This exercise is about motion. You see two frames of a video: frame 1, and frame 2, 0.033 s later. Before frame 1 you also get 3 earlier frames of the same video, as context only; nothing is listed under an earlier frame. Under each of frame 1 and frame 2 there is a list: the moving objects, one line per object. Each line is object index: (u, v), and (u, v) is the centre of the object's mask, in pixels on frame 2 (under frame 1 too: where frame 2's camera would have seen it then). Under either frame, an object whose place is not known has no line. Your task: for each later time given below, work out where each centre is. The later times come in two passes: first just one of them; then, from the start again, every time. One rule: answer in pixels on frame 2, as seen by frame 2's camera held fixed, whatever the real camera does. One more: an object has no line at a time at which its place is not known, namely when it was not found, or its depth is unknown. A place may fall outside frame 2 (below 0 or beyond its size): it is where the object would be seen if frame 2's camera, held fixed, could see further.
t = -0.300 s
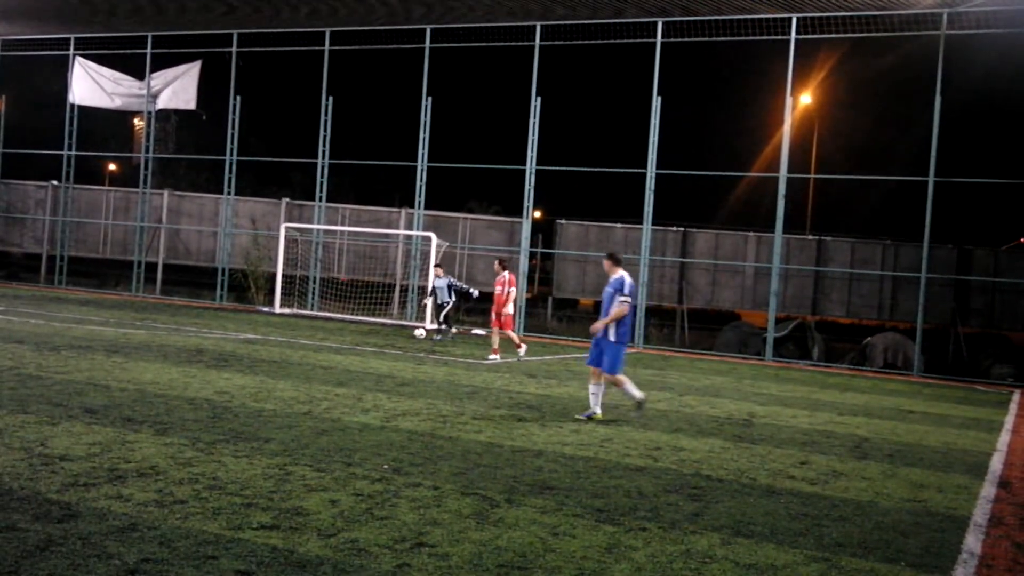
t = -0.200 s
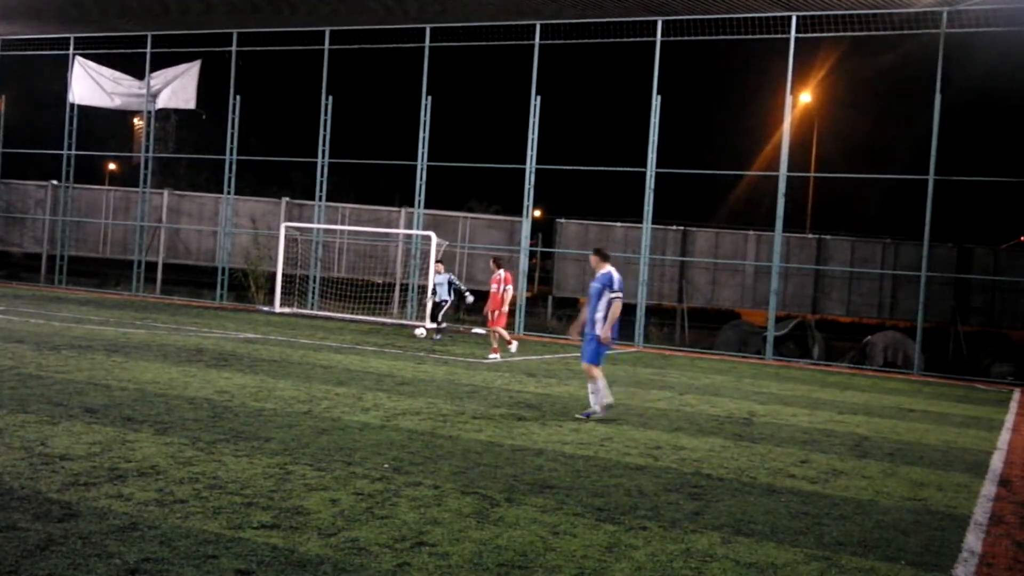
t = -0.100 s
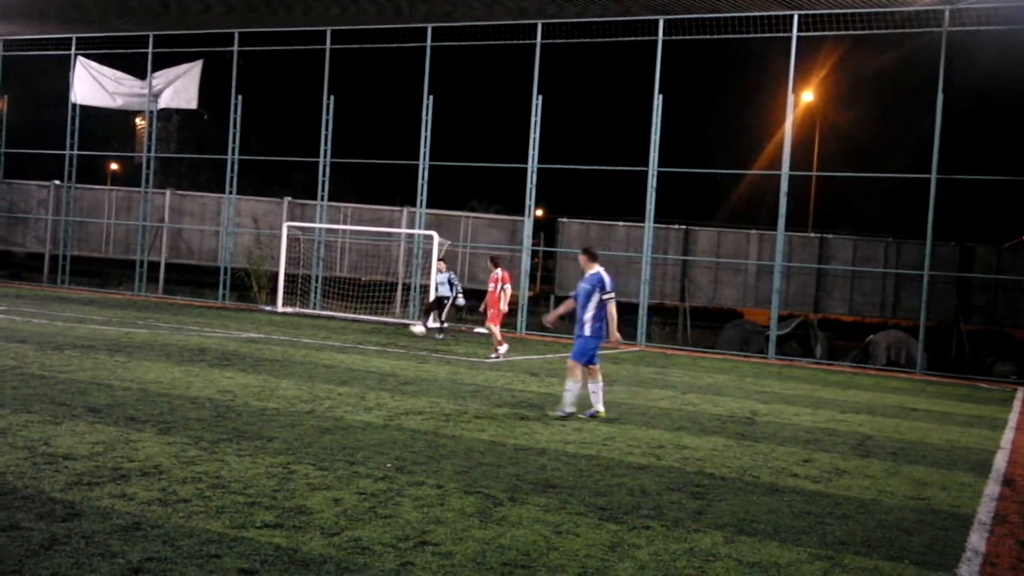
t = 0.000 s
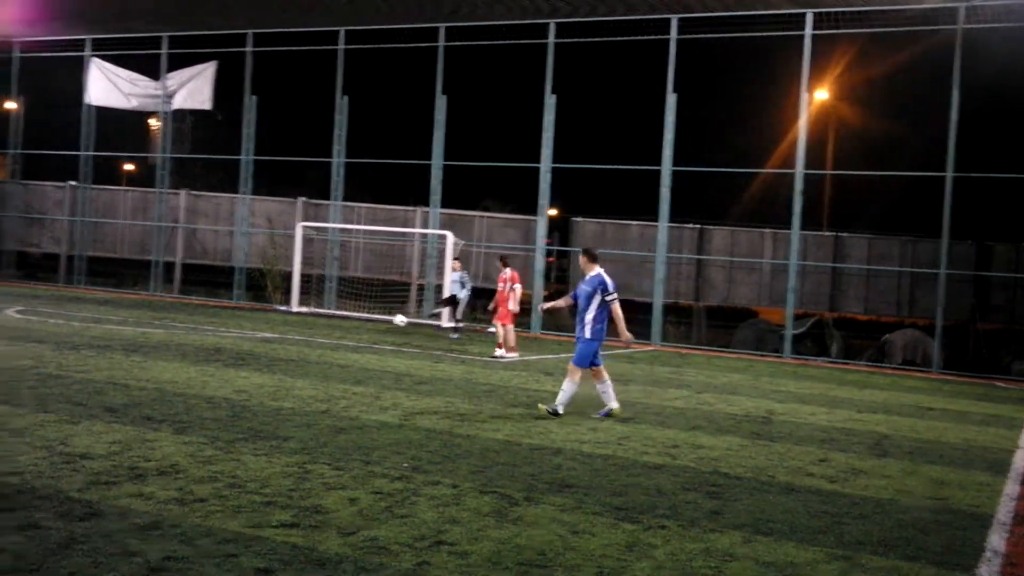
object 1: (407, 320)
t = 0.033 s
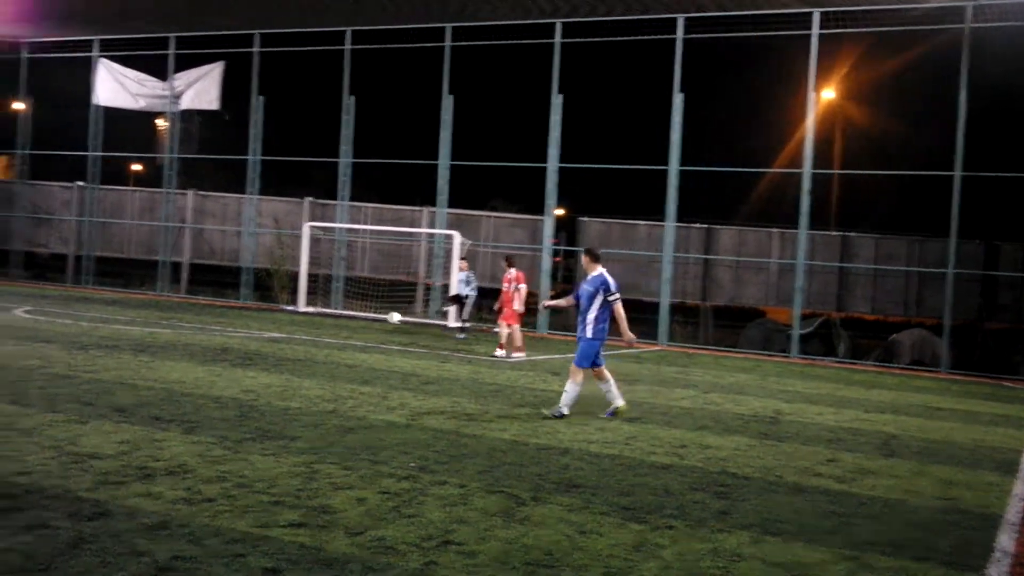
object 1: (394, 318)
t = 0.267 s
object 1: (298, 319)
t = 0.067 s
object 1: (382, 316)
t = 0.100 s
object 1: (370, 315)
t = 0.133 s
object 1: (357, 315)
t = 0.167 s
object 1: (343, 315)
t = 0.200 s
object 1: (329, 316)
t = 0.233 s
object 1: (314, 318)
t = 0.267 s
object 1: (298, 319)
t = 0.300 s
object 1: (283, 324)
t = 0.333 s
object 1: (265, 328)
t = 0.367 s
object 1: (246, 335)
